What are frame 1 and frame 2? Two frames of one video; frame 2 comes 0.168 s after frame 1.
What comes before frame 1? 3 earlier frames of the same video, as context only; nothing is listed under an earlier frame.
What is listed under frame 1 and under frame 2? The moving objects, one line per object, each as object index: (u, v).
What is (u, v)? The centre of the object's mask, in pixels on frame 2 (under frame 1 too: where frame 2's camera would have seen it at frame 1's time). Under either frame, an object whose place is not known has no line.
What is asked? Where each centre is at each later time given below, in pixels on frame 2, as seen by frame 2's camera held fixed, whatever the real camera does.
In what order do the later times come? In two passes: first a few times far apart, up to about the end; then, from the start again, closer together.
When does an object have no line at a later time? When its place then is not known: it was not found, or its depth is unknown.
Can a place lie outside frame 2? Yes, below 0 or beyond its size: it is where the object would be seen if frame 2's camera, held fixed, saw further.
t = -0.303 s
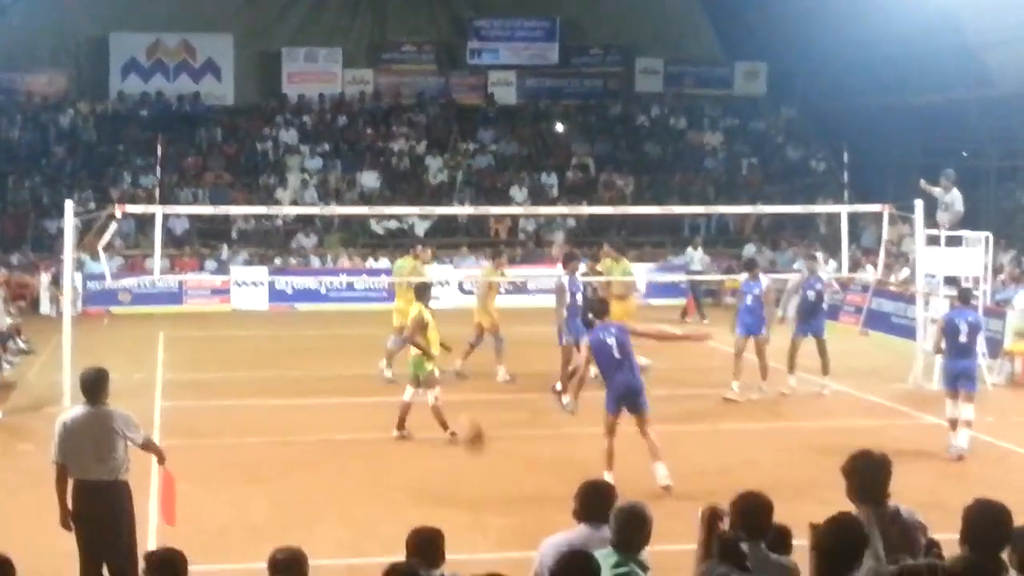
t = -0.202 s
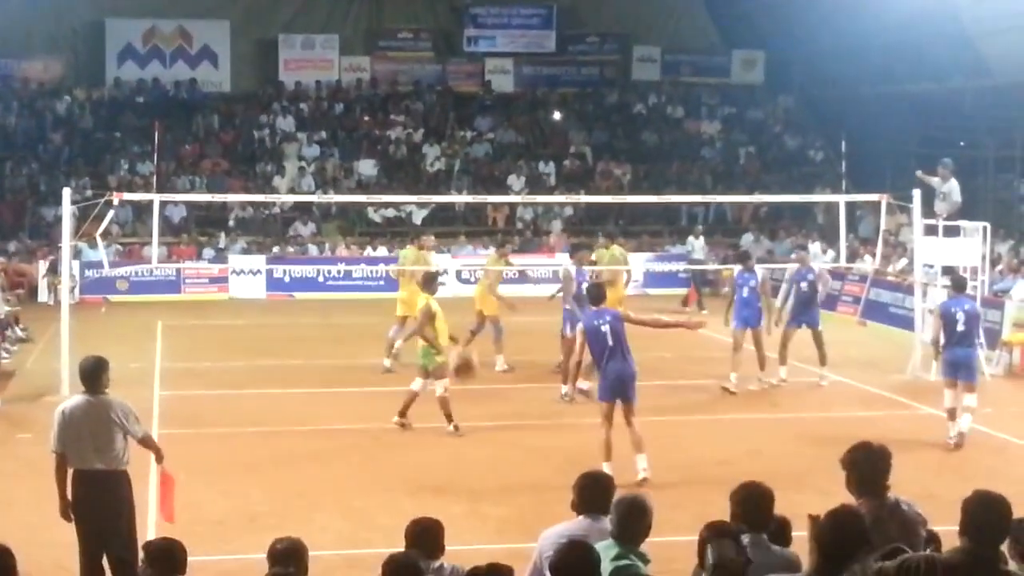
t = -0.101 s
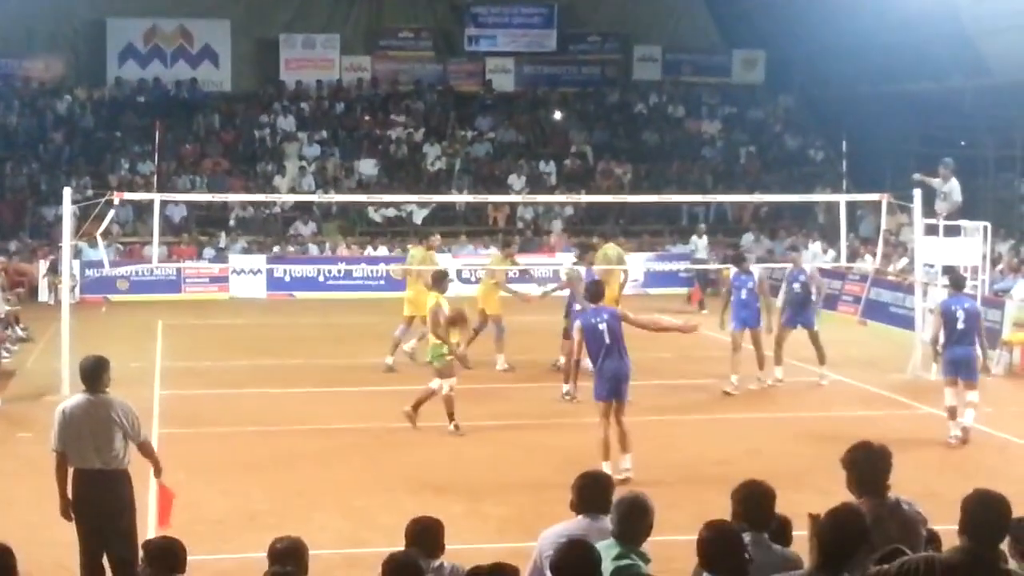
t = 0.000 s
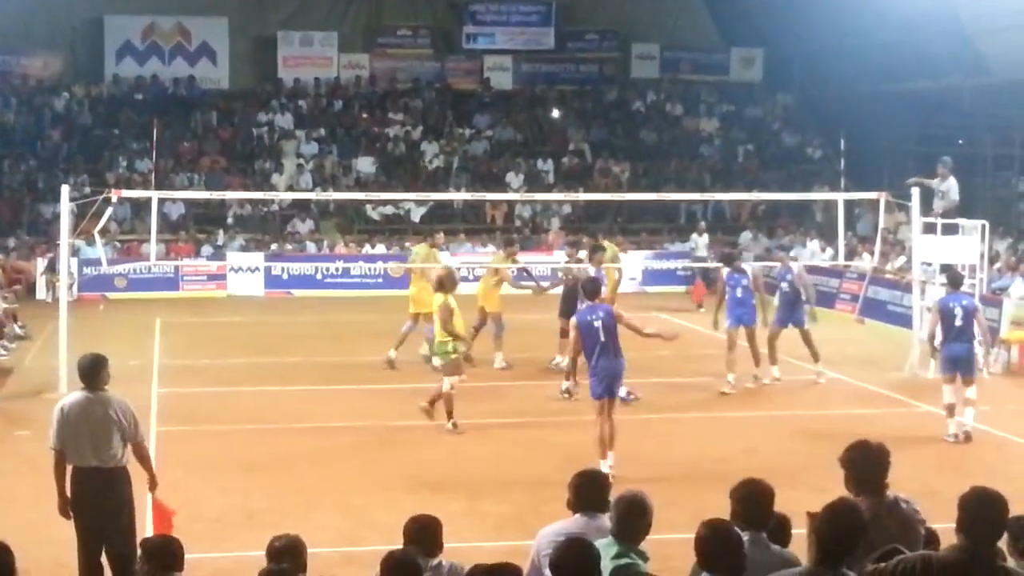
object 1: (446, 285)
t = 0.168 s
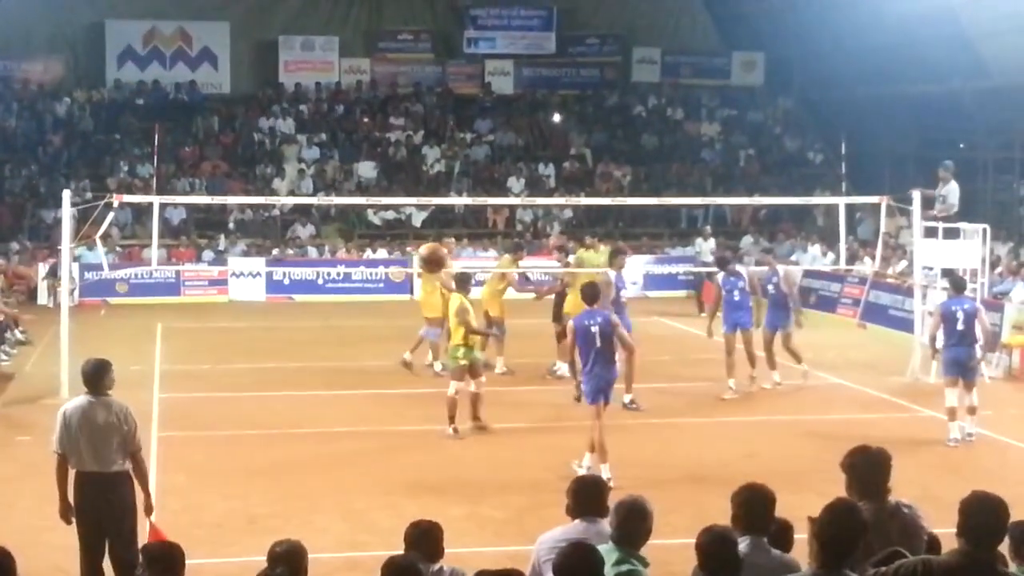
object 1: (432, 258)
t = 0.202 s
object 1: (428, 257)
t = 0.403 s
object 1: (411, 288)
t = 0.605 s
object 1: (394, 374)
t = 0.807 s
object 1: (380, 529)
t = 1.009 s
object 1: (367, 520)
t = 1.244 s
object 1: (355, 421)
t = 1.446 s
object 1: (347, 397)
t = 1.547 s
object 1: (342, 407)
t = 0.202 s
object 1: (428, 257)
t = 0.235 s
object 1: (425, 258)
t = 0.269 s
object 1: (423, 260)
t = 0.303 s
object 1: (419, 264)
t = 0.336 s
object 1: (418, 271)
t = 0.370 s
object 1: (414, 279)
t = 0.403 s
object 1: (411, 288)
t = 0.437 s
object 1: (408, 297)
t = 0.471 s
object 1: (405, 311)
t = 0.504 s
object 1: (402, 326)
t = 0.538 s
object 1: (398, 339)
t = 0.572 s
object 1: (396, 356)
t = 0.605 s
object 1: (394, 374)
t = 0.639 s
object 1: (391, 397)
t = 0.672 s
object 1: (389, 420)
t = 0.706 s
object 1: (387, 442)
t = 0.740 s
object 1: (383, 470)
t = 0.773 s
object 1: (381, 497)
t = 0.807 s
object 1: (380, 529)
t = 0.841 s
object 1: (376, 554)
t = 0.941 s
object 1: (372, 554)
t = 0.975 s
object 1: (368, 537)
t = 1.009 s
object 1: (367, 520)
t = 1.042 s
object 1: (365, 500)
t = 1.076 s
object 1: (364, 483)
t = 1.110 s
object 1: (361, 468)
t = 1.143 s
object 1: (360, 454)
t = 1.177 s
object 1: (358, 441)
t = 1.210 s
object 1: (357, 431)
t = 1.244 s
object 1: (355, 421)
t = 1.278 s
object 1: (354, 414)
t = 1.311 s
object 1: (352, 407)
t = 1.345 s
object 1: (350, 403)
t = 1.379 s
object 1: (349, 400)
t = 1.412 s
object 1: (348, 398)
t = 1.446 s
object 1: (347, 397)
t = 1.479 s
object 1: (345, 399)
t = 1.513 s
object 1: (344, 402)
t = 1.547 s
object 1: (342, 407)
